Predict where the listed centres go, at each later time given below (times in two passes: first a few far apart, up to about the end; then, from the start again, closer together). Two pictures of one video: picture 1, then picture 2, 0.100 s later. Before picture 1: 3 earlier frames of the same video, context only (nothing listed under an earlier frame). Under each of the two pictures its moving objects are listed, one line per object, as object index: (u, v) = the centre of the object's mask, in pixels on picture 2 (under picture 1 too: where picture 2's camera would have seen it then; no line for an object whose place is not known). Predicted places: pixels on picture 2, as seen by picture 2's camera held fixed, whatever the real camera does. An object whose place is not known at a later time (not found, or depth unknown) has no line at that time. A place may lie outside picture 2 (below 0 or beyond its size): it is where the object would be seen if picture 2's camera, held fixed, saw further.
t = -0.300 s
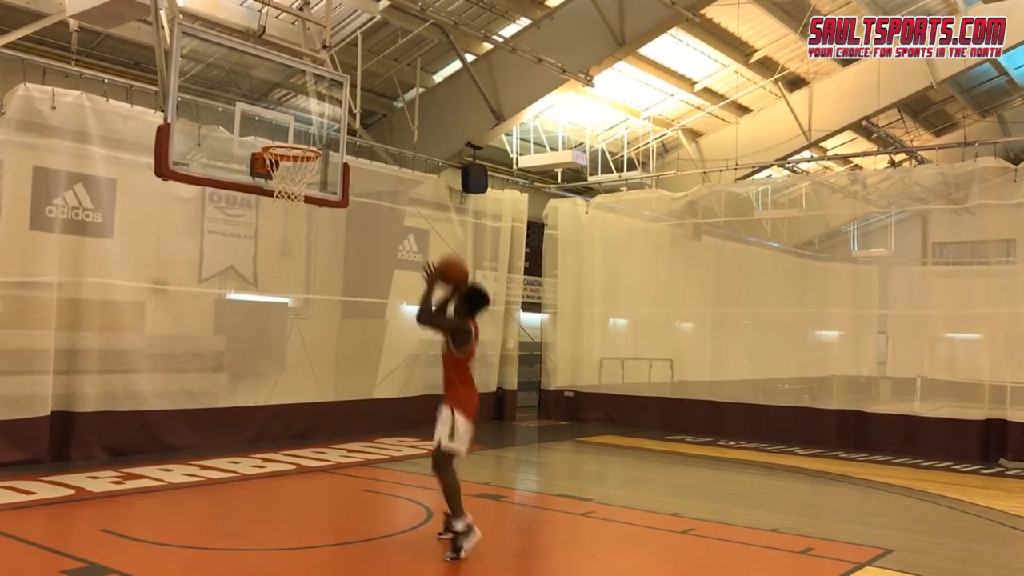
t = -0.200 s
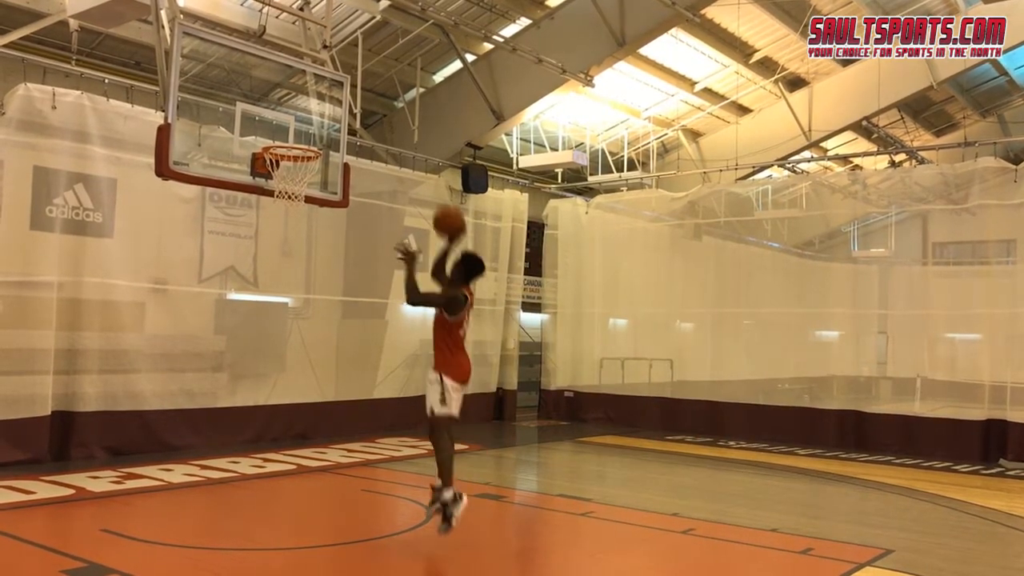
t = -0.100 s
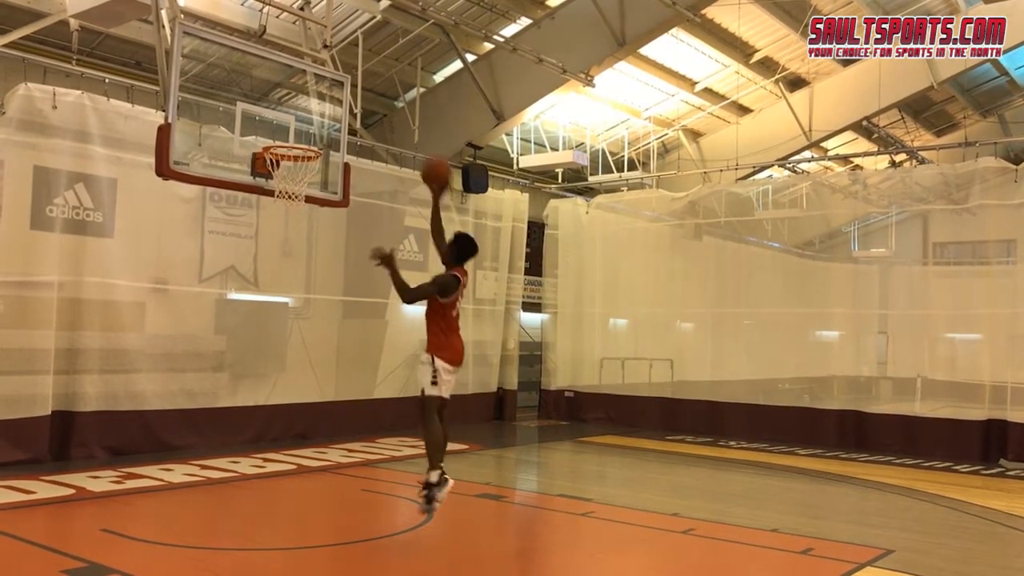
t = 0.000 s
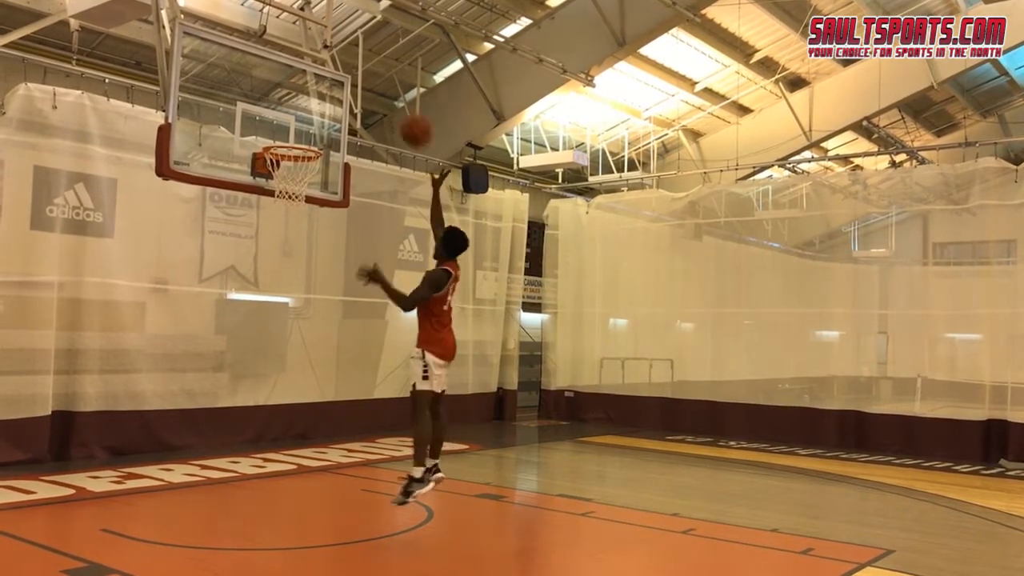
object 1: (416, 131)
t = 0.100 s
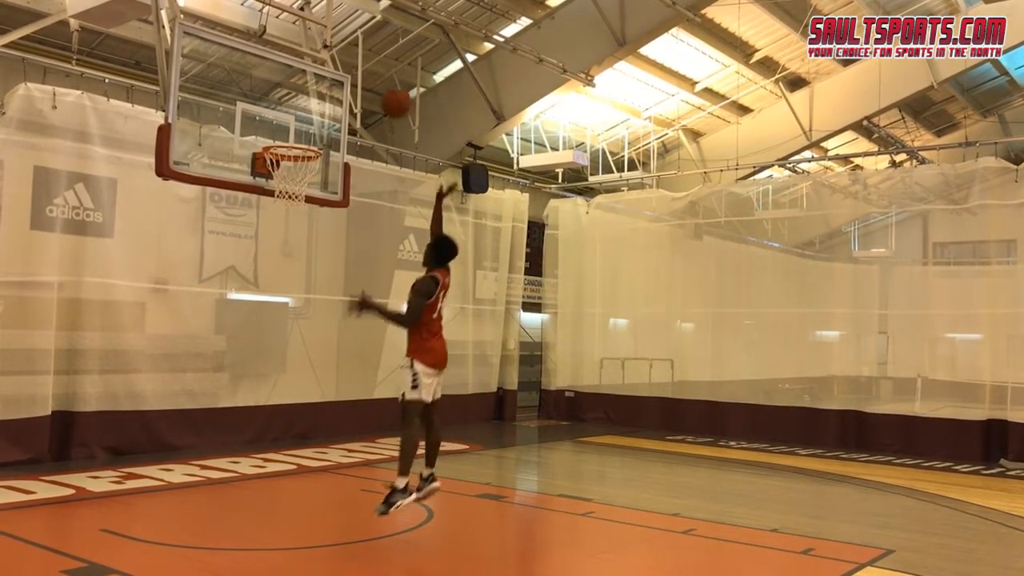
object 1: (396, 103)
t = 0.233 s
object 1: (371, 85)
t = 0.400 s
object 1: (339, 95)
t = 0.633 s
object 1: (298, 150)
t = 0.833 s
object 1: (275, 175)
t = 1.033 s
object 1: (280, 184)
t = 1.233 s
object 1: (295, 224)
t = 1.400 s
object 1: (308, 292)
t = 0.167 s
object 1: (385, 92)
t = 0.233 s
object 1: (371, 85)
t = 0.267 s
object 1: (364, 85)
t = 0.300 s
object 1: (358, 85)
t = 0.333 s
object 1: (352, 87)
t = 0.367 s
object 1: (346, 90)
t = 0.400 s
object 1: (339, 95)
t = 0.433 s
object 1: (334, 100)
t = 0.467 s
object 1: (328, 107)
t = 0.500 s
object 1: (321, 116)
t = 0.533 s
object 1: (315, 125)
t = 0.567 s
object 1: (309, 135)
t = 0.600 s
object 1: (304, 139)
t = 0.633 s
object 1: (298, 150)
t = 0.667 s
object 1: (292, 159)
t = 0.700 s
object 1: (286, 167)
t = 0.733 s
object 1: (282, 172)
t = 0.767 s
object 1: (278, 175)
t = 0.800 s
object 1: (277, 177)
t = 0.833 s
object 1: (275, 175)
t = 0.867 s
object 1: (275, 174)
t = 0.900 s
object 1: (275, 174)
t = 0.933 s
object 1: (275, 175)
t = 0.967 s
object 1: (279, 179)
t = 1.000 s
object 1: (280, 182)
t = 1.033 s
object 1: (280, 184)
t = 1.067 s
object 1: (282, 189)
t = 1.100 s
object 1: (284, 194)
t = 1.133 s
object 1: (287, 200)
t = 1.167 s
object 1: (290, 209)
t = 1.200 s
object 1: (293, 215)
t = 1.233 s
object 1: (295, 224)
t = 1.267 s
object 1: (298, 235)
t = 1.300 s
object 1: (301, 247)
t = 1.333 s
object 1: (303, 260)
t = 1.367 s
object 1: (306, 276)
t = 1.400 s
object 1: (308, 292)
